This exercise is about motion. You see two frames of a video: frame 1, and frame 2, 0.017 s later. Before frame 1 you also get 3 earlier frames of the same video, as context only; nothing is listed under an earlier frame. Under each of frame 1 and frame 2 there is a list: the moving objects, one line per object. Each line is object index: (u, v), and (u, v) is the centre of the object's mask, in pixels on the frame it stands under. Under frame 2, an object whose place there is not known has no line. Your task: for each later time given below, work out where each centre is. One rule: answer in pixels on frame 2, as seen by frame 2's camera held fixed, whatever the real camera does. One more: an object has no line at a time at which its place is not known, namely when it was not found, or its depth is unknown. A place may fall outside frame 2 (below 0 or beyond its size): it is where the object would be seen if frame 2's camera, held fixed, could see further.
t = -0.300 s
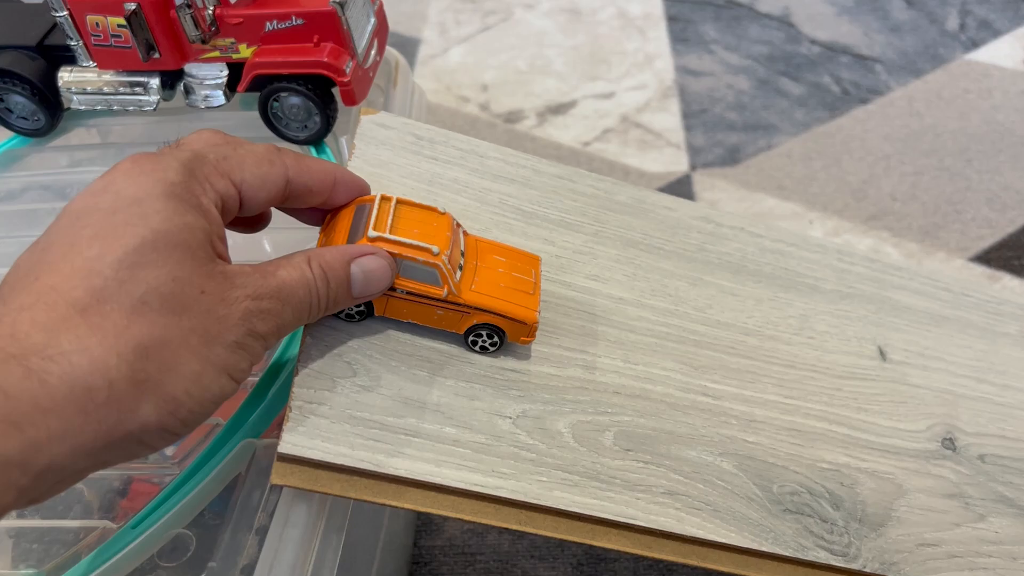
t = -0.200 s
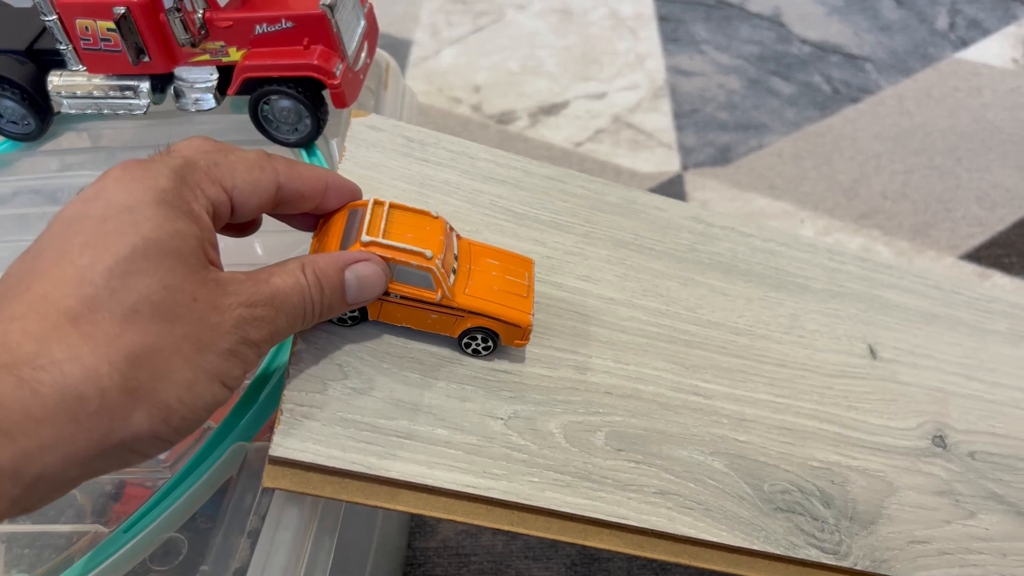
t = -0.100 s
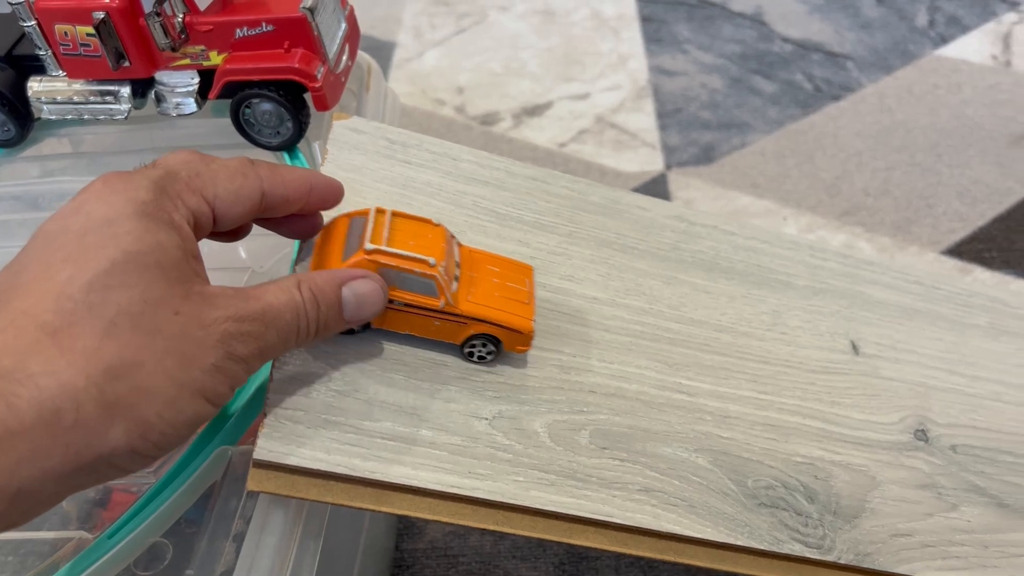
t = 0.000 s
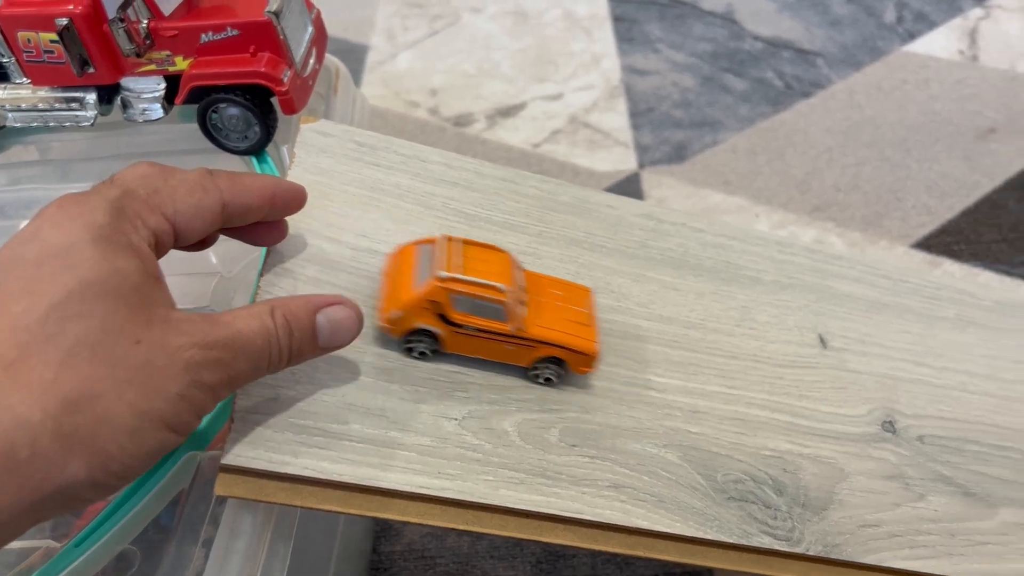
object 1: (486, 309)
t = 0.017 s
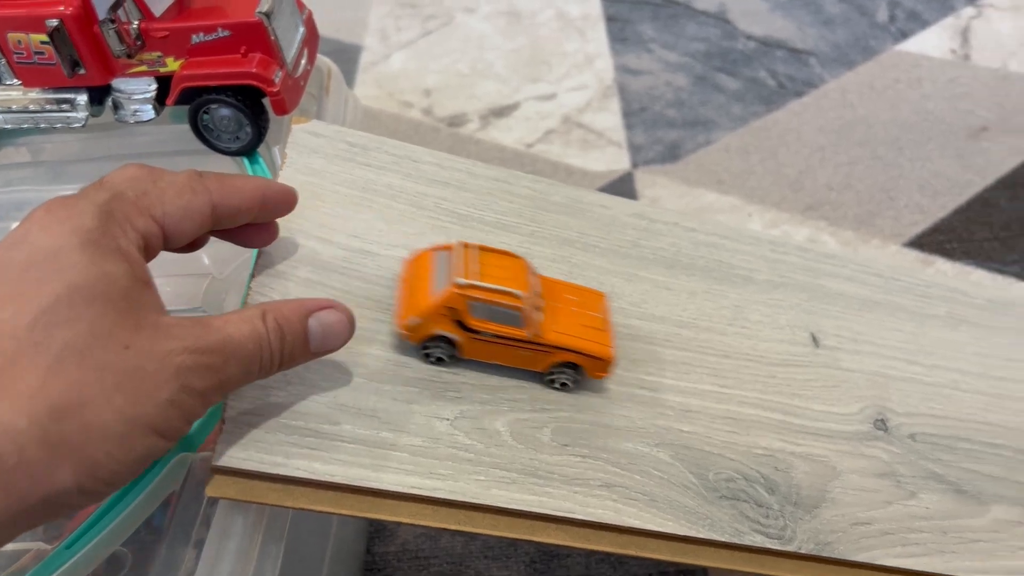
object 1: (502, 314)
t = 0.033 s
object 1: (529, 321)
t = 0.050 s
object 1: (558, 327)
